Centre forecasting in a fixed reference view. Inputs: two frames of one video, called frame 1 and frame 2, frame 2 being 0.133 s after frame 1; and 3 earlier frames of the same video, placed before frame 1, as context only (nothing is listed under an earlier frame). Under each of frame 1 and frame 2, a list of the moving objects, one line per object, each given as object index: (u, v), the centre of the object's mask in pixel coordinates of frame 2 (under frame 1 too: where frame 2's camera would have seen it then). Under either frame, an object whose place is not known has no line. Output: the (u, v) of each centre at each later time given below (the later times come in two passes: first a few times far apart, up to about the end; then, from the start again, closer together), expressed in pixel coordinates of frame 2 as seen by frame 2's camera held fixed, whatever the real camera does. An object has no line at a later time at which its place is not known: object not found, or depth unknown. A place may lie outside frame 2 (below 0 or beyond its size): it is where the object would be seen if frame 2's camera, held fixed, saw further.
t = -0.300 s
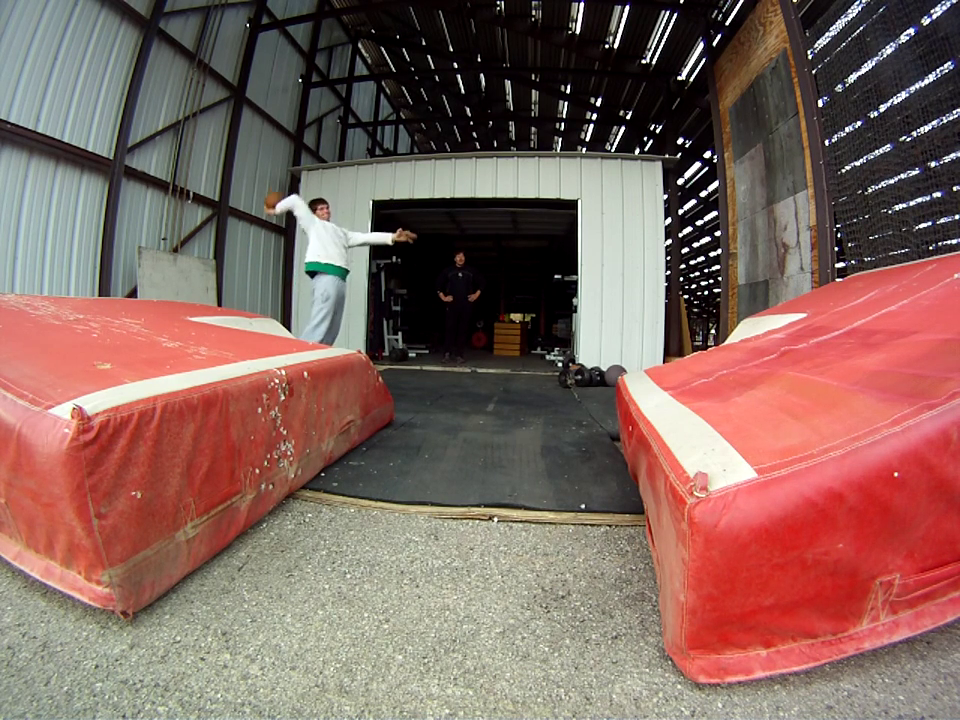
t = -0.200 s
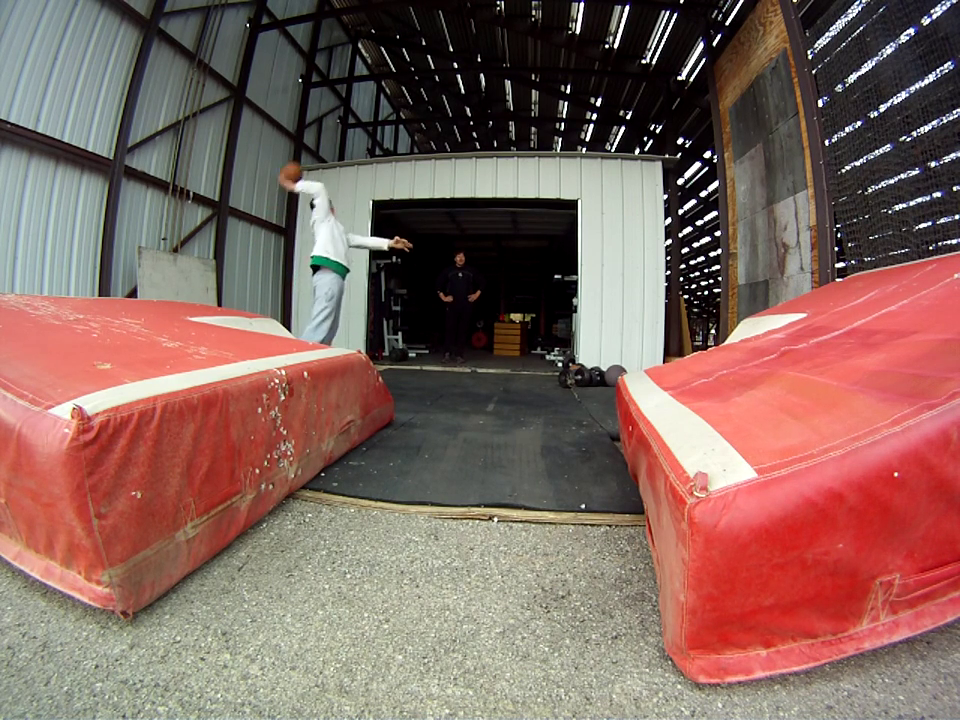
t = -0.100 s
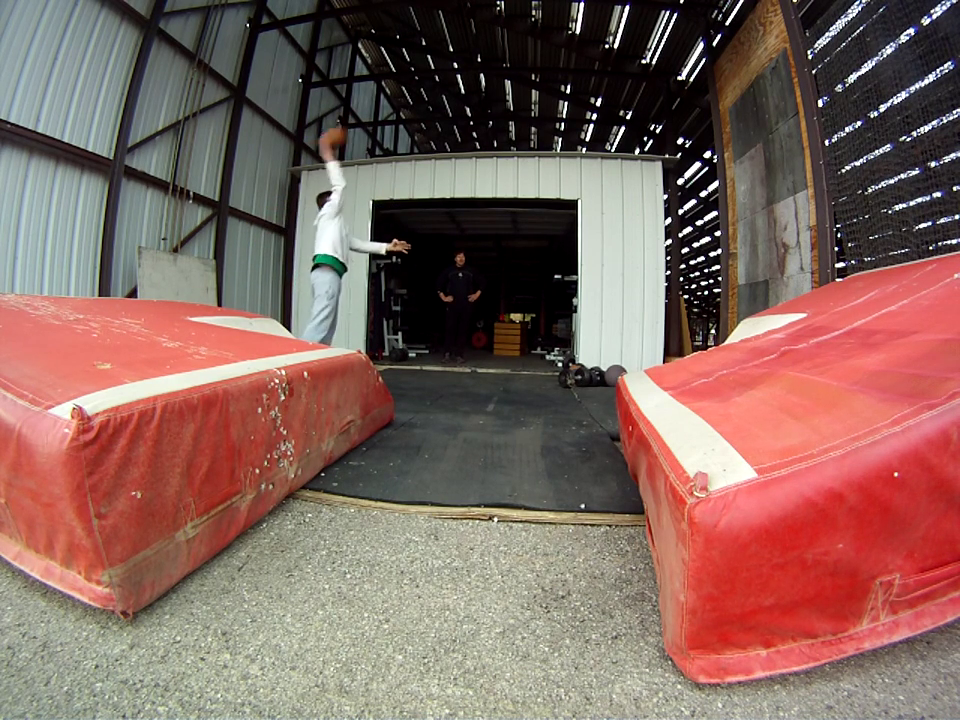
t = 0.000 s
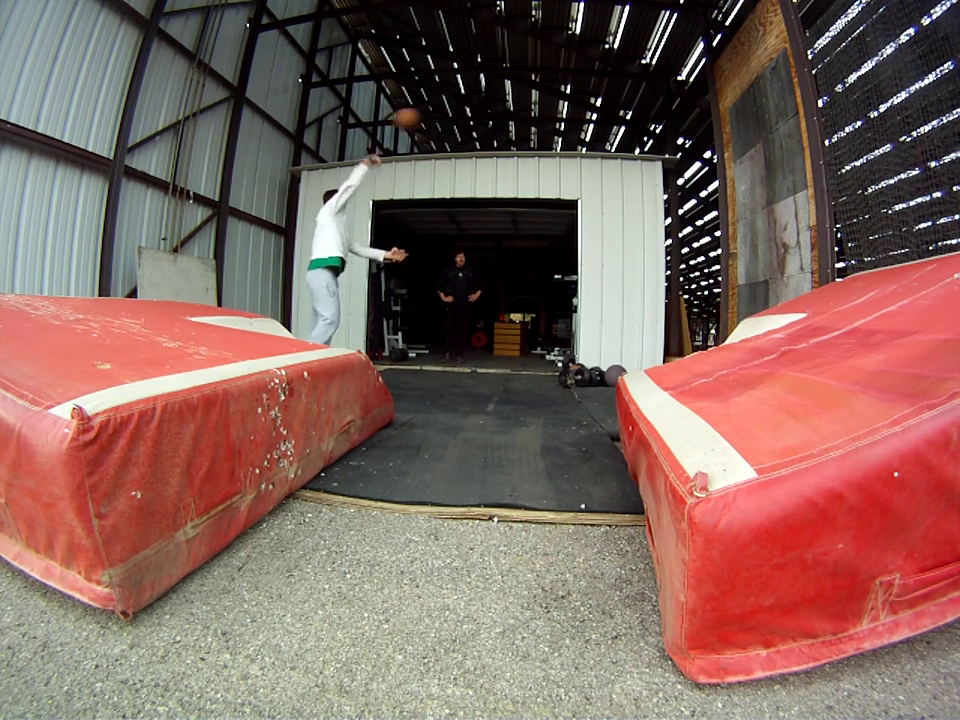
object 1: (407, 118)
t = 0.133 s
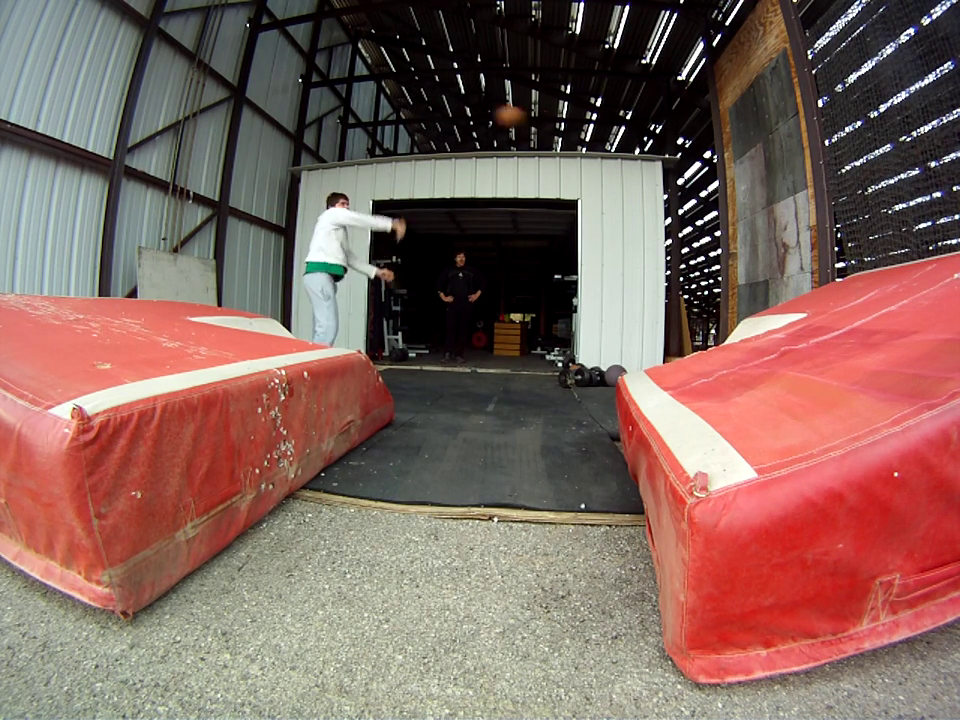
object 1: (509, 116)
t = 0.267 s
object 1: (609, 136)
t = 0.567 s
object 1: (722, 235)
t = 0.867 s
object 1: (607, 373)
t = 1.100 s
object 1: (538, 328)
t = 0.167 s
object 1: (536, 120)
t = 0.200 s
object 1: (560, 124)
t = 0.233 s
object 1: (586, 130)
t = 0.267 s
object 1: (609, 136)
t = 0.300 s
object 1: (633, 145)
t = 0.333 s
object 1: (660, 156)
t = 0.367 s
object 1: (679, 166)
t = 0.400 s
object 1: (703, 182)
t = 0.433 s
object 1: (727, 195)
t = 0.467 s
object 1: (748, 213)
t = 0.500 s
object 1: (747, 221)
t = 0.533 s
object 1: (734, 226)
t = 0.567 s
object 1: (722, 235)
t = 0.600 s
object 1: (710, 244)
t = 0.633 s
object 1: (698, 256)
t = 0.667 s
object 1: (686, 268)
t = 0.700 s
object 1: (675, 281)
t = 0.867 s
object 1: (607, 373)
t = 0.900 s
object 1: (594, 388)
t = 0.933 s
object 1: (585, 376)
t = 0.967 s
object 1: (575, 364)
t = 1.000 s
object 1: (566, 353)
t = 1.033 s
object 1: (556, 343)
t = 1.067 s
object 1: (547, 336)
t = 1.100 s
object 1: (538, 328)
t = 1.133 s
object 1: (529, 322)
